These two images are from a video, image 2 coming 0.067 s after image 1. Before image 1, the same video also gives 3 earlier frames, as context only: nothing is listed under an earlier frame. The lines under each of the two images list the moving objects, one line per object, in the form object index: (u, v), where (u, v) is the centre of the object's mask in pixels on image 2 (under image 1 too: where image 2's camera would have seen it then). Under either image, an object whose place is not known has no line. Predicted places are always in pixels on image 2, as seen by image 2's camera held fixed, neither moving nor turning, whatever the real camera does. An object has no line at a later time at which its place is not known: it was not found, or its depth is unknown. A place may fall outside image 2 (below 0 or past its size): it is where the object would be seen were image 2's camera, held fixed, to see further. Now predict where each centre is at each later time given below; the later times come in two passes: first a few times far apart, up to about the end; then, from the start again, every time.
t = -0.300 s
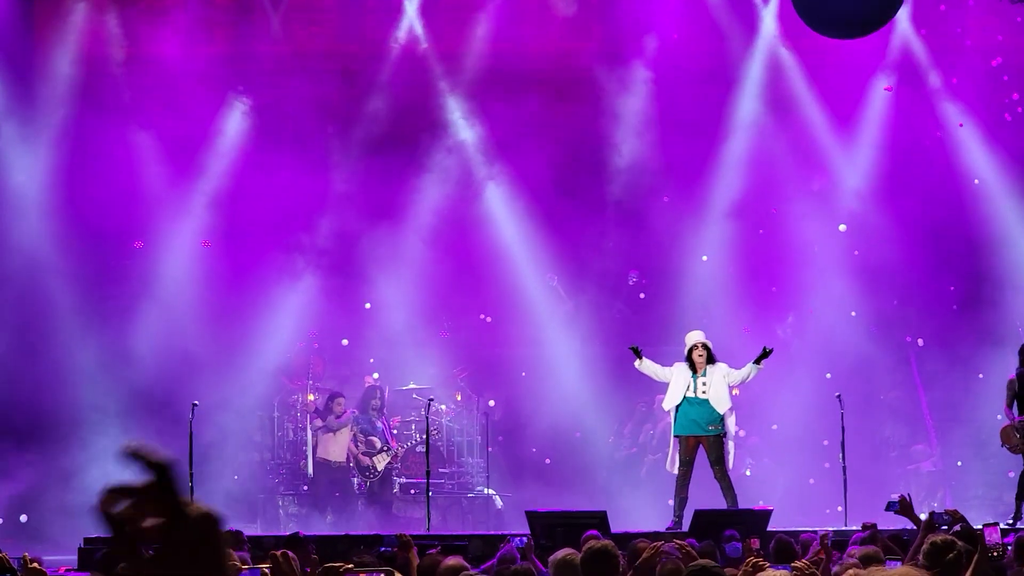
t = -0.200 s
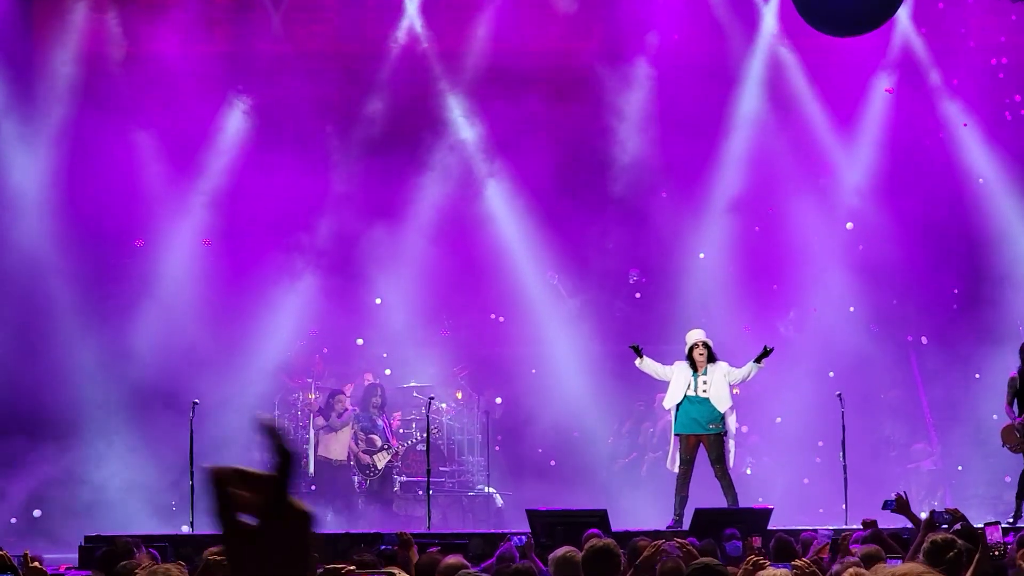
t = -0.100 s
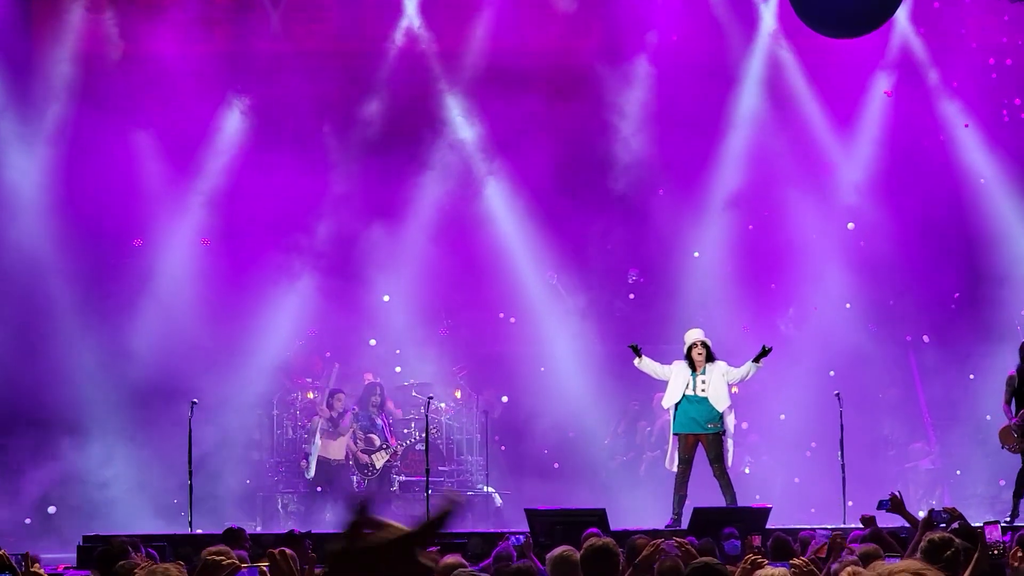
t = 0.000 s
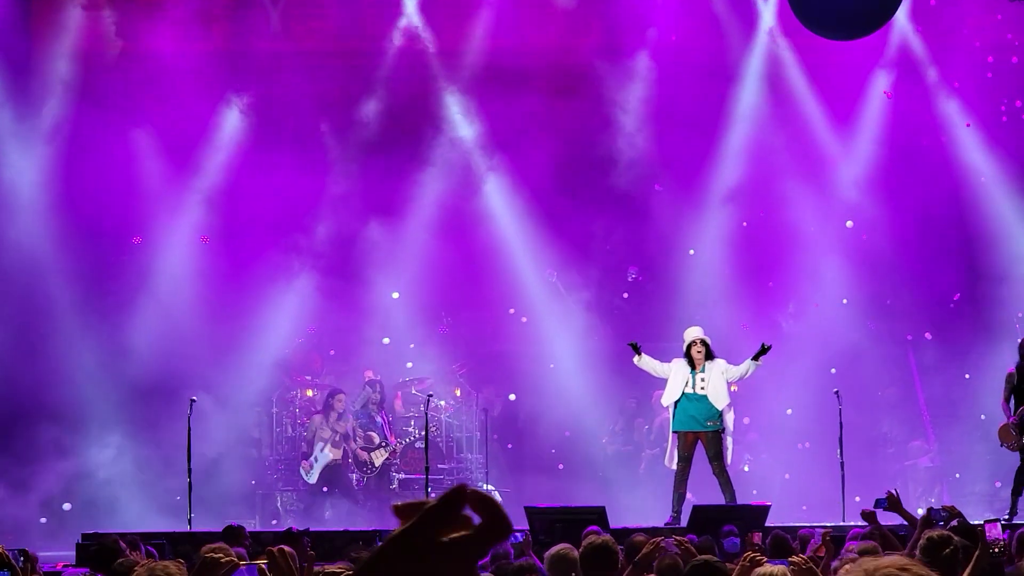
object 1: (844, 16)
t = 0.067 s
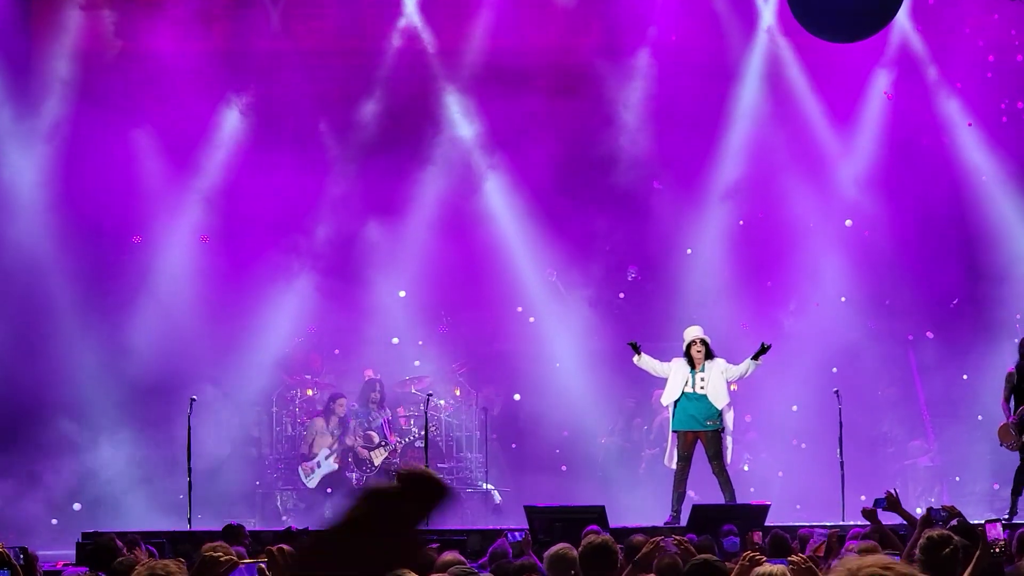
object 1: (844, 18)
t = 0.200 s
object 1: (844, 22)
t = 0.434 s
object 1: (845, 35)
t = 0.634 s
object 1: (847, 52)
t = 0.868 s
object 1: (851, 97)
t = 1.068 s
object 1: (855, 145)
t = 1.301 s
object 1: (861, 212)
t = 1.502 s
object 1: (866, 279)
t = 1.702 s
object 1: (867, 350)
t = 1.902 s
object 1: (866, 425)
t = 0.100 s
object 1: (844, 19)
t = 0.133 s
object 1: (844, 20)
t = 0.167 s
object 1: (844, 21)
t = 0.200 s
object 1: (844, 22)
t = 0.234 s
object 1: (845, 24)
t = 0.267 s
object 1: (845, 25)
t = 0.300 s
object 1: (845, 26)
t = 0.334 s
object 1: (845, 28)
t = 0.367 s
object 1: (845, 30)
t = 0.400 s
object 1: (846, 32)
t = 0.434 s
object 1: (845, 35)
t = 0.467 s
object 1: (846, 37)
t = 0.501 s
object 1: (846, 39)
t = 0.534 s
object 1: (846, 42)
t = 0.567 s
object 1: (847, 45)
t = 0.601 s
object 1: (847, 48)
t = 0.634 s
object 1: (847, 52)
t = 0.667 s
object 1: (848, 57)
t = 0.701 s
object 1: (848, 63)
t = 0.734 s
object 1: (848, 69)
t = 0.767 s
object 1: (849, 76)
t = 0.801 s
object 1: (849, 83)
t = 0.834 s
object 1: (850, 90)
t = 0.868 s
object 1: (851, 97)
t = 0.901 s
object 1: (851, 104)
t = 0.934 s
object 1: (852, 112)
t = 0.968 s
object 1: (852, 120)
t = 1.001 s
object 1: (854, 128)
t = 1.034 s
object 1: (854, 136)
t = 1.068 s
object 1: (855, 145)
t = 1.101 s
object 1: (856, 154)
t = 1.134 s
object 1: (857, 163)
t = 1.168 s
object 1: (858, 172)
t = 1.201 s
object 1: (859, 182)
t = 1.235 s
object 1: (860, 192)
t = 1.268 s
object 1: (861, 202)
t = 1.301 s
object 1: (861, 212)
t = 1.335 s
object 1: (862, 223)
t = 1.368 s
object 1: (863, 233)
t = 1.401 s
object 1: (864, 245)
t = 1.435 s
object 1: (865, 256)
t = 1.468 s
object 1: (865, 267)
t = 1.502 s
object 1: (866, 279)
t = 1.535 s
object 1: (866, 290)
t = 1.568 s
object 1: (866, 302)
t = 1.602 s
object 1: (866, 314)
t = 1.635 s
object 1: (866, 326)
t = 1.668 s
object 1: (867, 338)
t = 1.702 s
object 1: (867, 350)
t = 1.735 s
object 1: (867, 362)
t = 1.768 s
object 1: (866, 374)
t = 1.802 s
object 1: (866, 387)
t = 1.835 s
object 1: (866, 399)
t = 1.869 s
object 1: (866, 412)
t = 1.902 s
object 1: (866, 425)
